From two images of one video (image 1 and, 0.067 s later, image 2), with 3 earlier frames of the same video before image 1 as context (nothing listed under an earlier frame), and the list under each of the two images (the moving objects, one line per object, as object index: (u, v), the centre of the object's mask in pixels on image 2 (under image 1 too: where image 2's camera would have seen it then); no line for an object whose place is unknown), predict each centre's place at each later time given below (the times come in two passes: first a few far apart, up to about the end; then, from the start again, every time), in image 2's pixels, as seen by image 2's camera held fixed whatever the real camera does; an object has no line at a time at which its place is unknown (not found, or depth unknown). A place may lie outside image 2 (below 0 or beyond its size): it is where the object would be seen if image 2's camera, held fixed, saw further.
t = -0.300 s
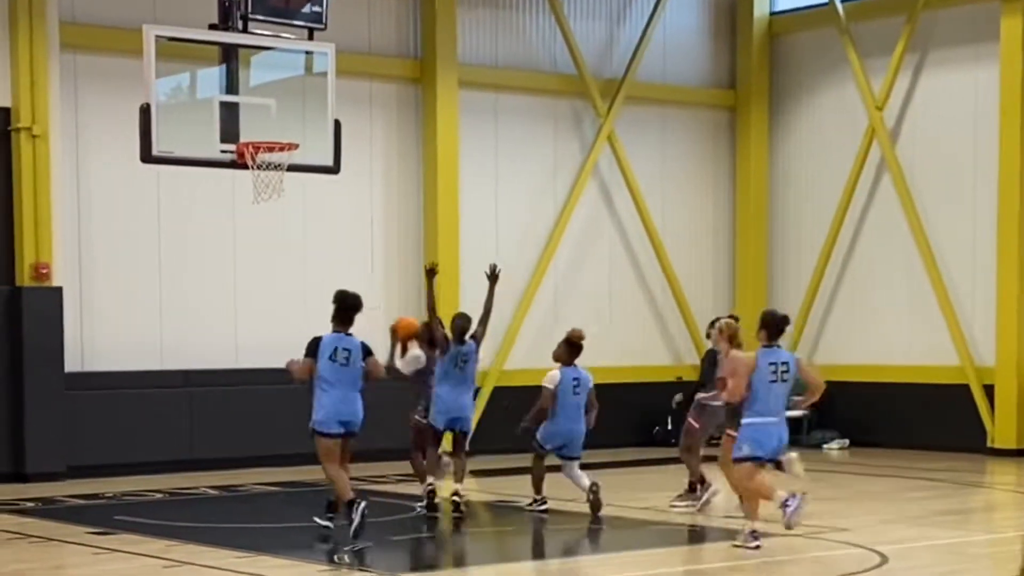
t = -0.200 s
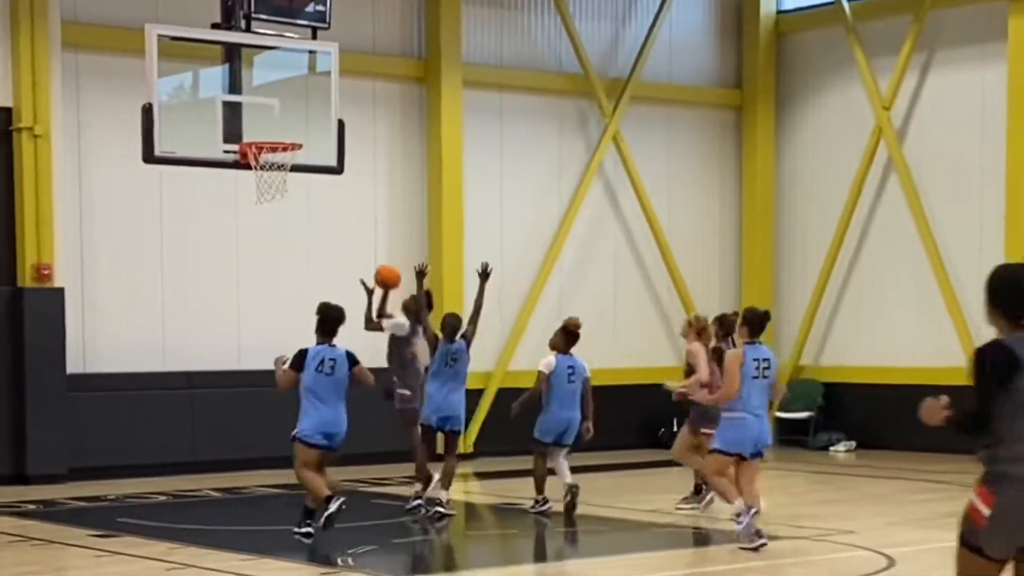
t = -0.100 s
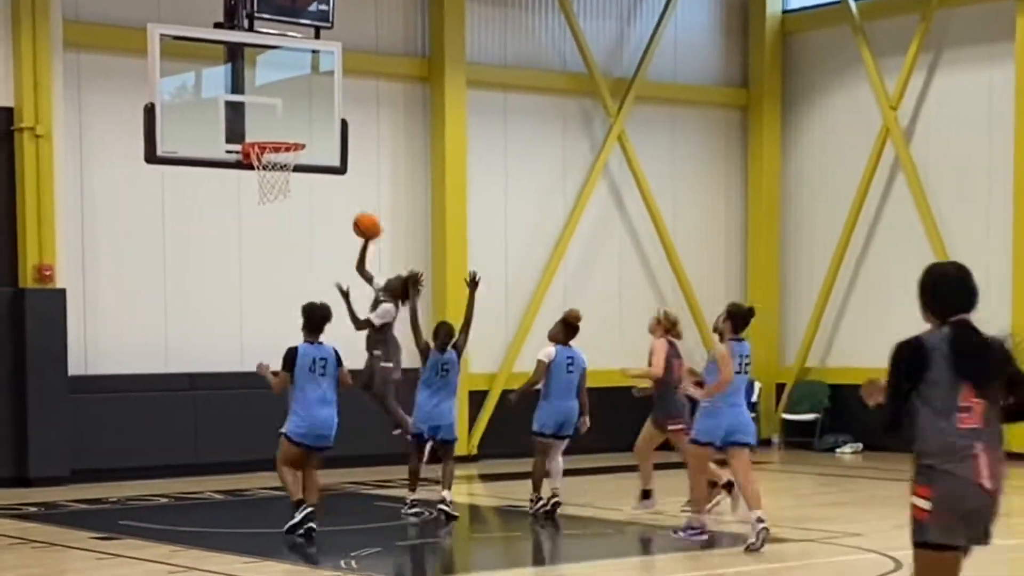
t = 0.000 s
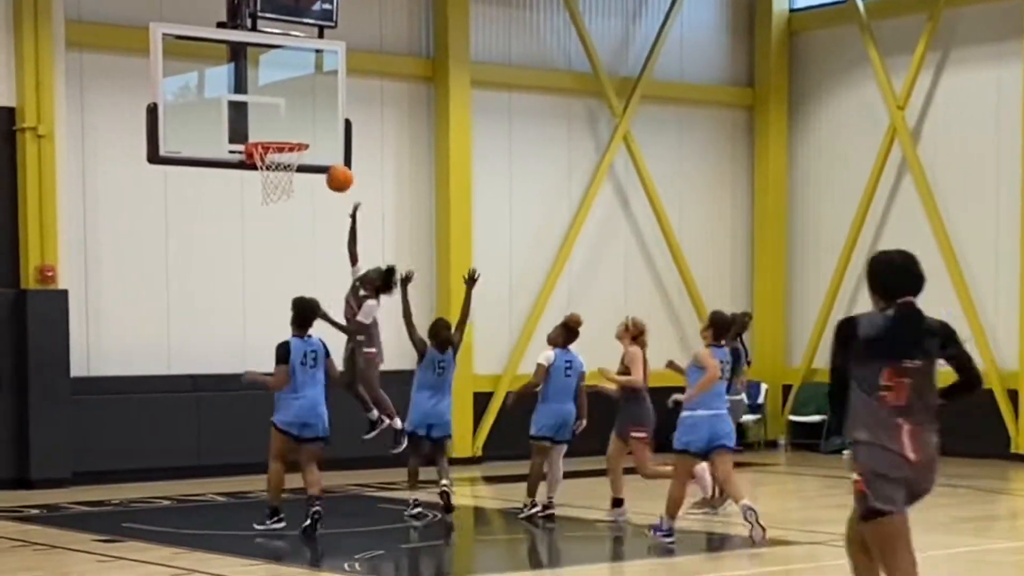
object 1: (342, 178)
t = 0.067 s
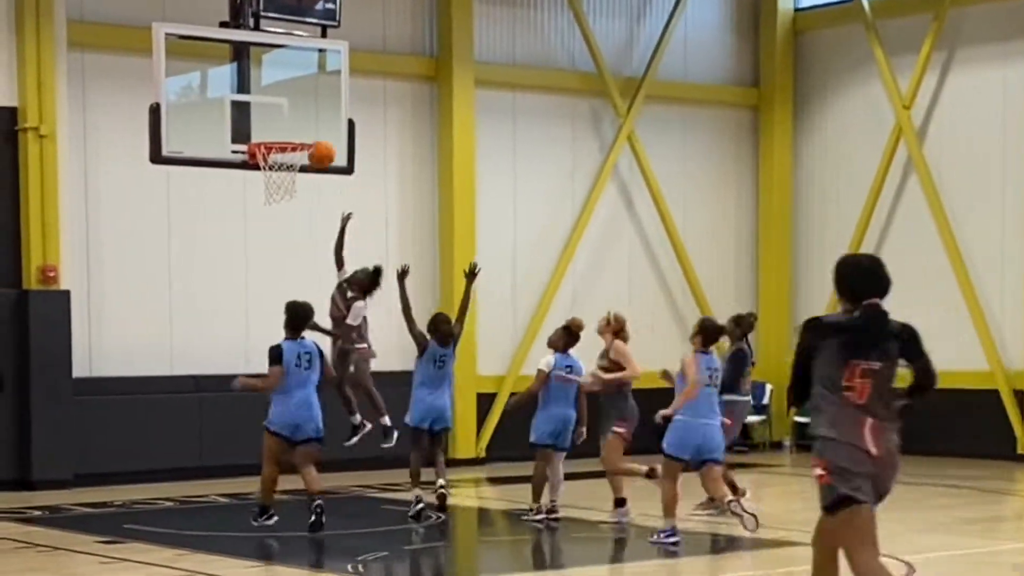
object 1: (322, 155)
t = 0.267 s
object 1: (300, 126)
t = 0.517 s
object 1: (280, 155)
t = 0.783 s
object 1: (270, 193)
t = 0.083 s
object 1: (317, 148)
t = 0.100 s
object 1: (311, 143)
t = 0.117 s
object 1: (307, 137)
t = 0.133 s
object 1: (305, 135)
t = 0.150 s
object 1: (304, 135)
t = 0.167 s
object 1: (304, 133)
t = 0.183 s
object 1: (303, 131)
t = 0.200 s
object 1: (302, 129)
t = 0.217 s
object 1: (302, 128)
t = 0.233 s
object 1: (301, 127)
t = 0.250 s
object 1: (300, 127)
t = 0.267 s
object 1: (300, 126)
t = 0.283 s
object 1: (299, 126)
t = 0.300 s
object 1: (298, 127)
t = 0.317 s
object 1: (298, 127)
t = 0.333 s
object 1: (297, 127)
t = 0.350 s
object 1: (296, 129)
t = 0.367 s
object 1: (295, 130)
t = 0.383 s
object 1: (295, 133)
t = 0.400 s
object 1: (294, 135)
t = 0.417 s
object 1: (293, 137)
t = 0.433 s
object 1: (290, 139)
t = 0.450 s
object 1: (288, 142)
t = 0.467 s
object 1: (286, 144)
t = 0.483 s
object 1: (284, 146)
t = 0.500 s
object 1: (280, 151)
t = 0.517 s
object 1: (280, 155)
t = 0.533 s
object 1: (279, 155)
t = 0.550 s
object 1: (277, 159)
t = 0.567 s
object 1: (272, 164)
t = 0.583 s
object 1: (271, 166)
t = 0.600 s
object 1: (269, 174)
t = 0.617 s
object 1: (269, 175)
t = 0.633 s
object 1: (269, 176)
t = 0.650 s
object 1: (269, 175)
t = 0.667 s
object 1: (268, 177)
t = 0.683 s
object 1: (269, 178)
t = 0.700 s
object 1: (268, 179)
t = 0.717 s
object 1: (268, 182)
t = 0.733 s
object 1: (268, 184)
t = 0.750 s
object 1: (269, 187)
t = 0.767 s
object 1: (270, 189)
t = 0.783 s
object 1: (270, 193)
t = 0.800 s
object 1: (271, 196)
